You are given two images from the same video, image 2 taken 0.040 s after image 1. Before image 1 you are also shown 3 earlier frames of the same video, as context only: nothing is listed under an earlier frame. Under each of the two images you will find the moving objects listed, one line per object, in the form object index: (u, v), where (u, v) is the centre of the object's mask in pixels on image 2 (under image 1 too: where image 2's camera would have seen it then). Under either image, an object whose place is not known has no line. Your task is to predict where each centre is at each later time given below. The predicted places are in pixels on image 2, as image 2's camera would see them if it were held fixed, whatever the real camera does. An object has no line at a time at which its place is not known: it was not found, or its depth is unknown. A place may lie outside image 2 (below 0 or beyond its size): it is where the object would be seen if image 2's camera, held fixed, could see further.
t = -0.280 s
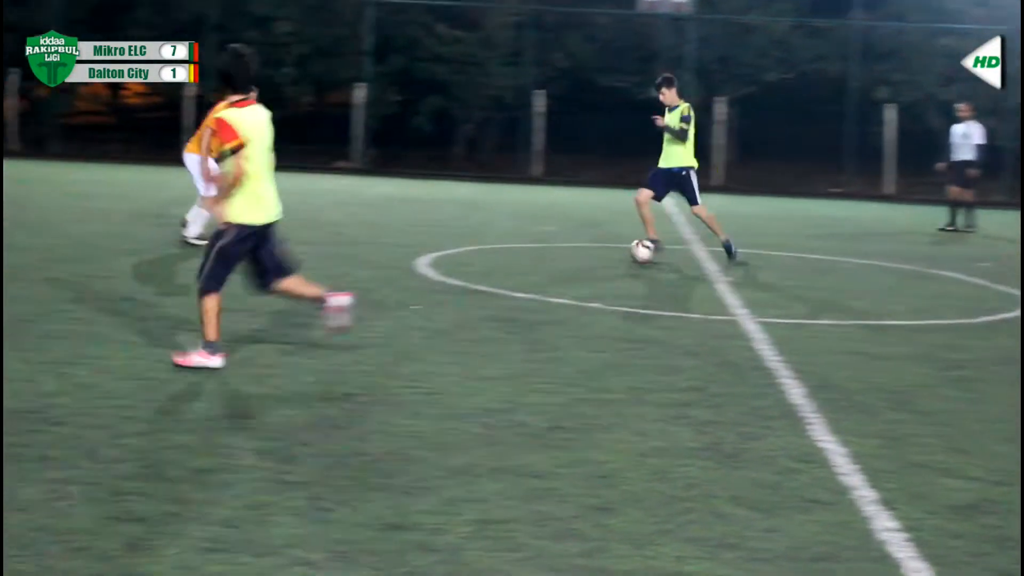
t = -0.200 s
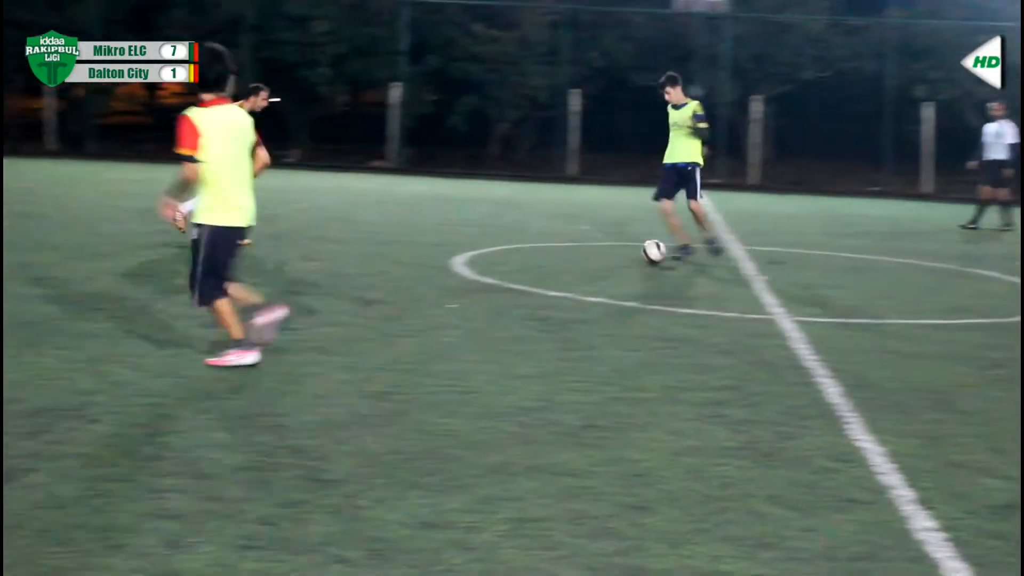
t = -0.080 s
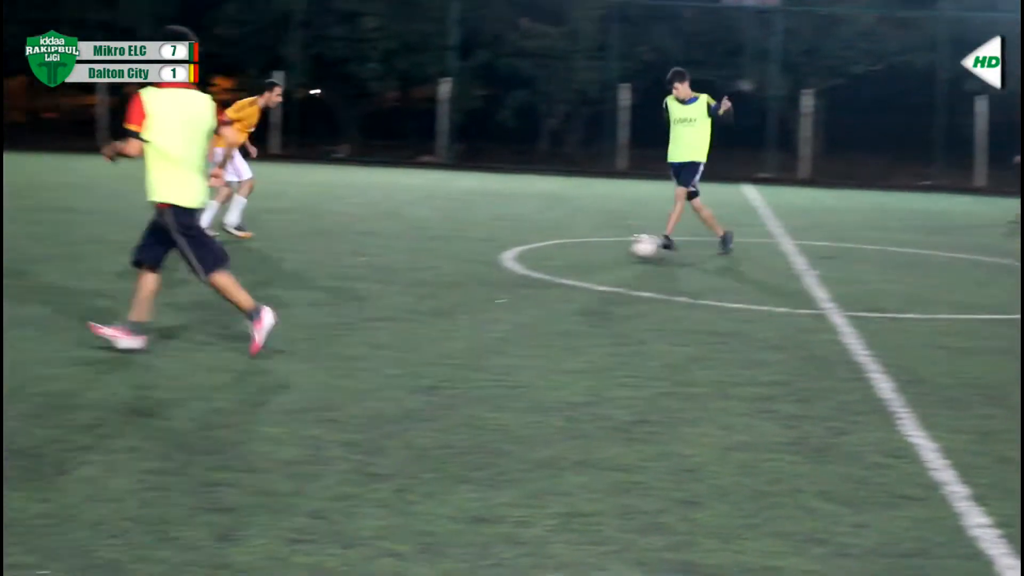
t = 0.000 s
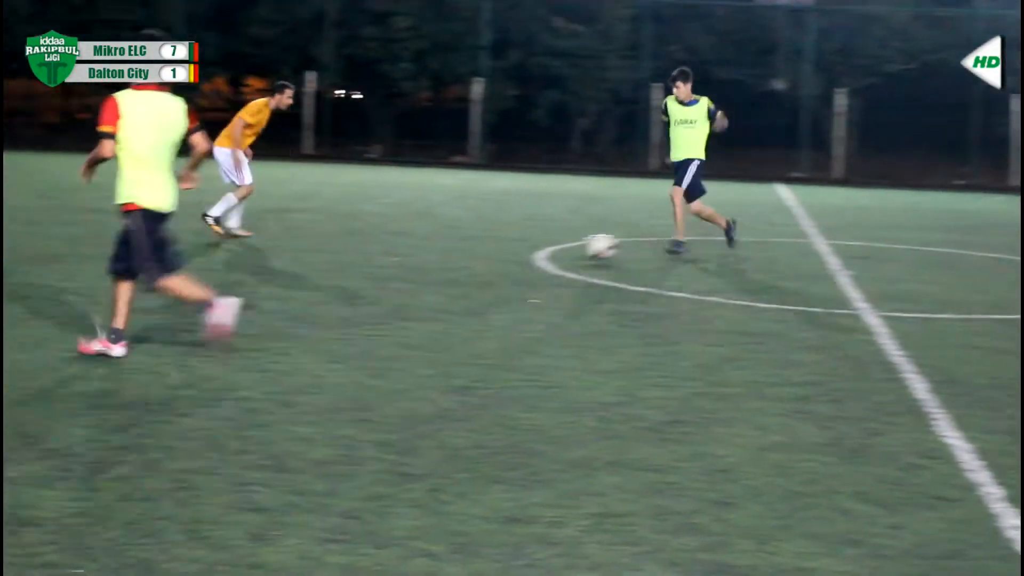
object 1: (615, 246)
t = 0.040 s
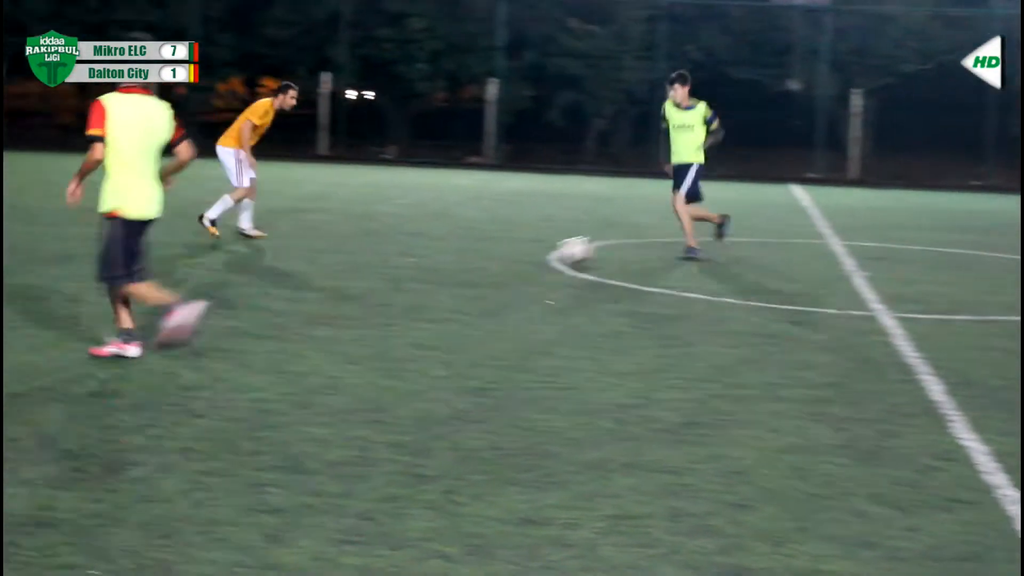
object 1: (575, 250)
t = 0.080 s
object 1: (536, 255)
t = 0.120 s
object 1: (497, 254)
